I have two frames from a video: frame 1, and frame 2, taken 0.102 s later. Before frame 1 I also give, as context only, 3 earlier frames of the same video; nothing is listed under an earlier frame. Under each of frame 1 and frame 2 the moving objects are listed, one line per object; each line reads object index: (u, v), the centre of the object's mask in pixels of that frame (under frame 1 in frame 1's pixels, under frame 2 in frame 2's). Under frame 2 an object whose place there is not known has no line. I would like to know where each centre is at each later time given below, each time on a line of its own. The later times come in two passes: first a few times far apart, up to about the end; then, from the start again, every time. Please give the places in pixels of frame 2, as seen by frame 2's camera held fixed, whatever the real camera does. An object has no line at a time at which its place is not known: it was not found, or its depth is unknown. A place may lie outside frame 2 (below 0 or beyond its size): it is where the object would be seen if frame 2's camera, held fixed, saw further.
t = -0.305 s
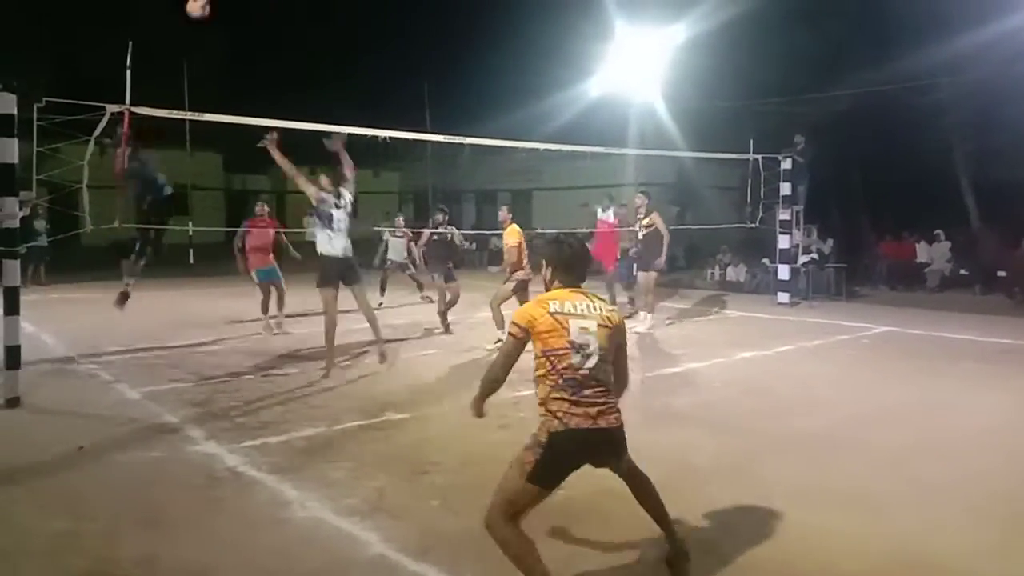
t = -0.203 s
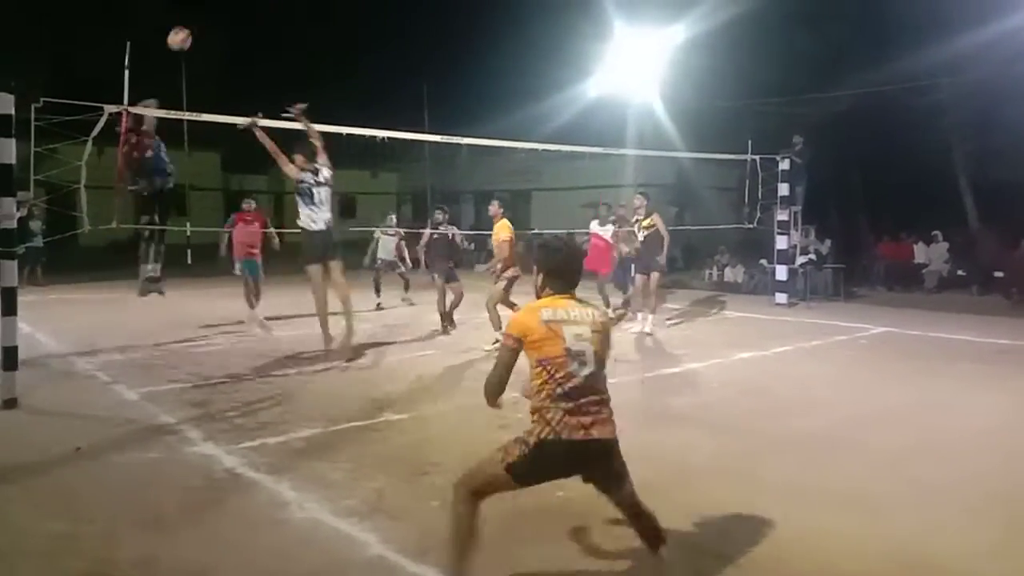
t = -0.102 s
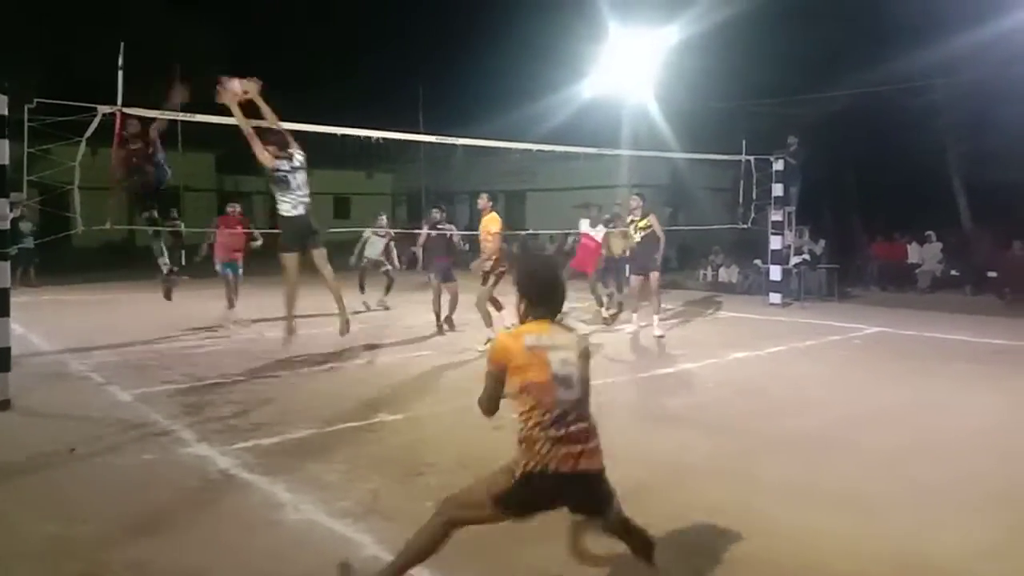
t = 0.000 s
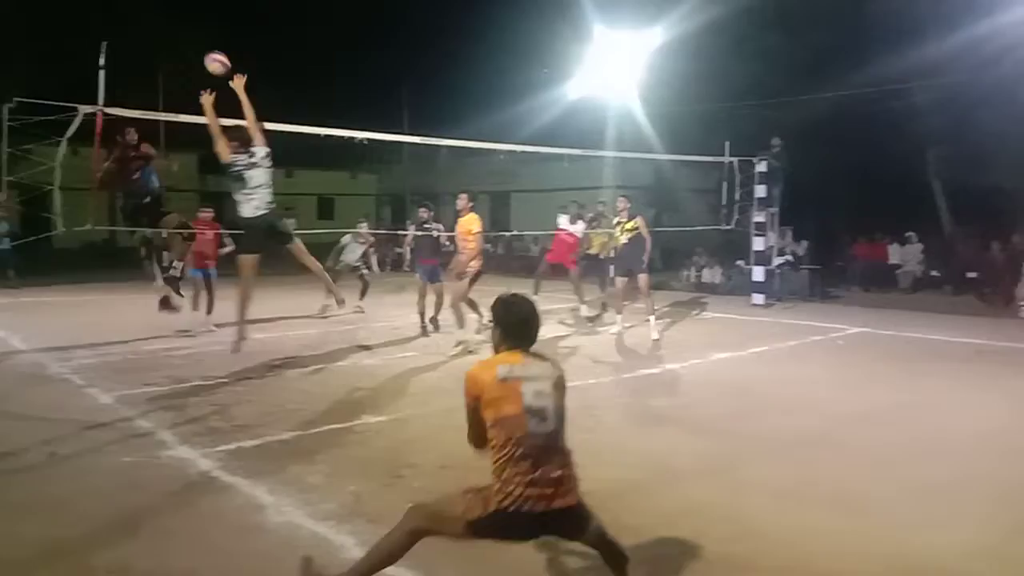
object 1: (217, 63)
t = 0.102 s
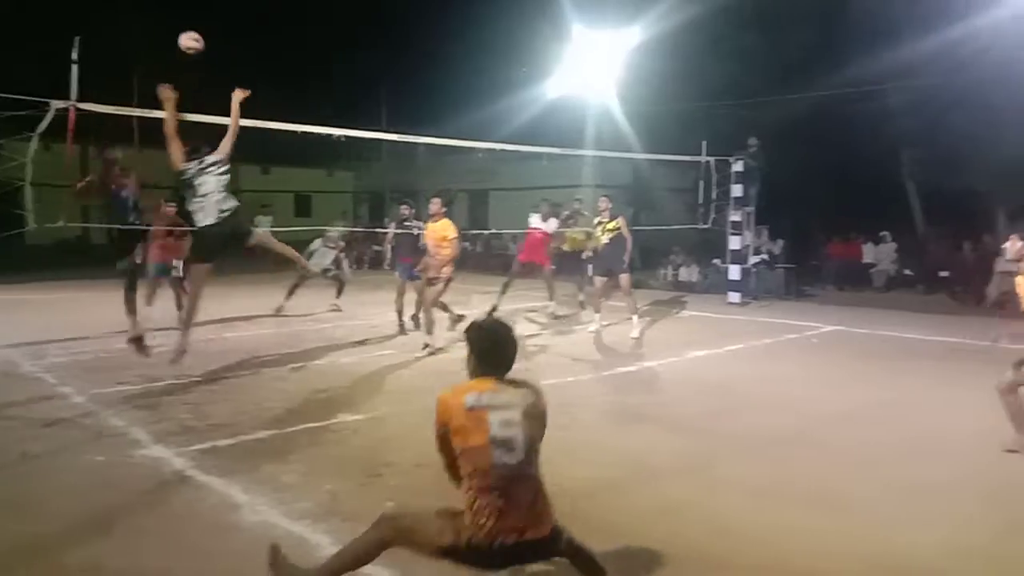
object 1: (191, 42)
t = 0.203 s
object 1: (190, 37)
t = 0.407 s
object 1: (188, 57)
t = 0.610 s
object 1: (188, 107)
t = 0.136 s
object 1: (190, 40)
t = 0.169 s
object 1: (190, 38)
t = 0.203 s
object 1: (190, 37)
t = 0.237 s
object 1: (189, 38)
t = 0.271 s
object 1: (189, 40)
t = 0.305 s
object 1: (189, 42)
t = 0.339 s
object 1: (188, 46)
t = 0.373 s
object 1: (188, 51)
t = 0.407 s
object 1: (188, 57)
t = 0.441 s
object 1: (189, 64)
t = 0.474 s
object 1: (188, 72)
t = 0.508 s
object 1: (188, 80)
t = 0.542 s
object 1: (188, 90)
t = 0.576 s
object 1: (188, 101)
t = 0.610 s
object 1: (188, 107)
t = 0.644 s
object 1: (190, 127)
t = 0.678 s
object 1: (190, 136)
